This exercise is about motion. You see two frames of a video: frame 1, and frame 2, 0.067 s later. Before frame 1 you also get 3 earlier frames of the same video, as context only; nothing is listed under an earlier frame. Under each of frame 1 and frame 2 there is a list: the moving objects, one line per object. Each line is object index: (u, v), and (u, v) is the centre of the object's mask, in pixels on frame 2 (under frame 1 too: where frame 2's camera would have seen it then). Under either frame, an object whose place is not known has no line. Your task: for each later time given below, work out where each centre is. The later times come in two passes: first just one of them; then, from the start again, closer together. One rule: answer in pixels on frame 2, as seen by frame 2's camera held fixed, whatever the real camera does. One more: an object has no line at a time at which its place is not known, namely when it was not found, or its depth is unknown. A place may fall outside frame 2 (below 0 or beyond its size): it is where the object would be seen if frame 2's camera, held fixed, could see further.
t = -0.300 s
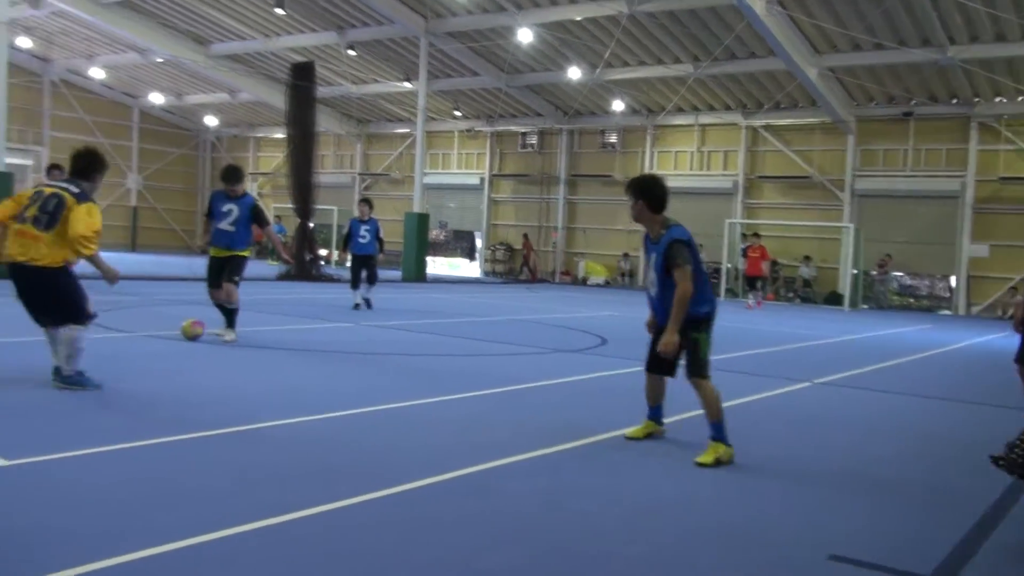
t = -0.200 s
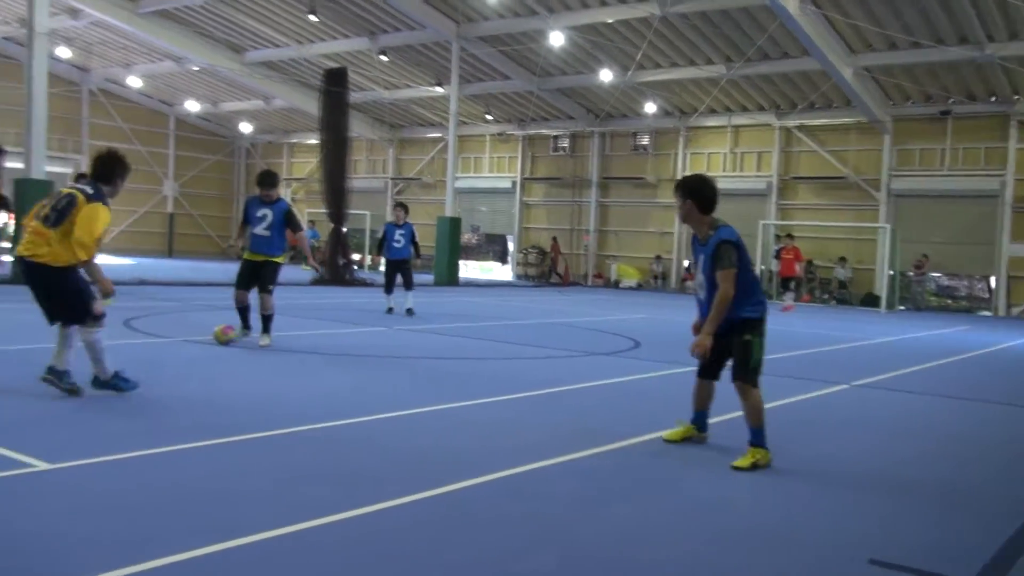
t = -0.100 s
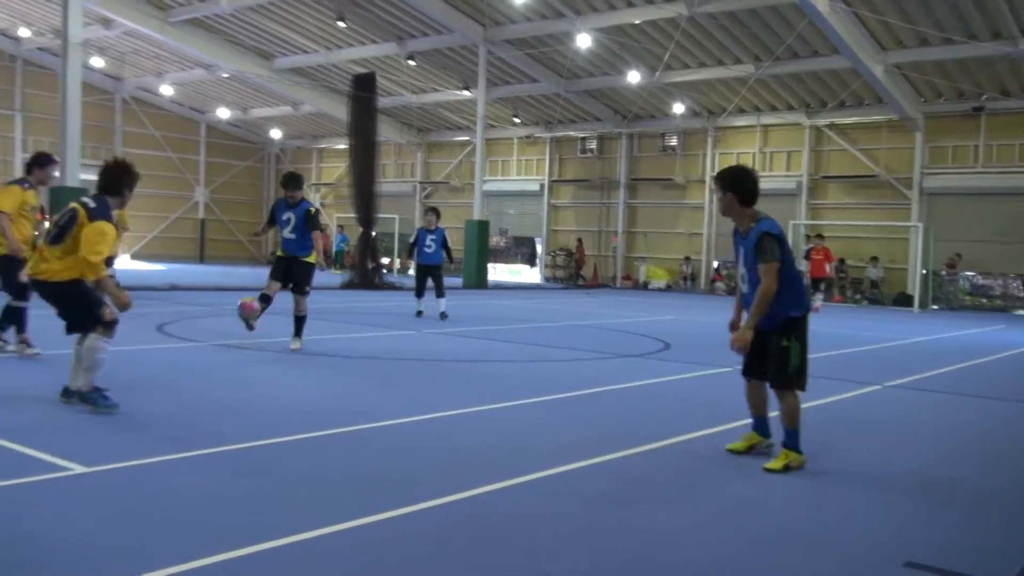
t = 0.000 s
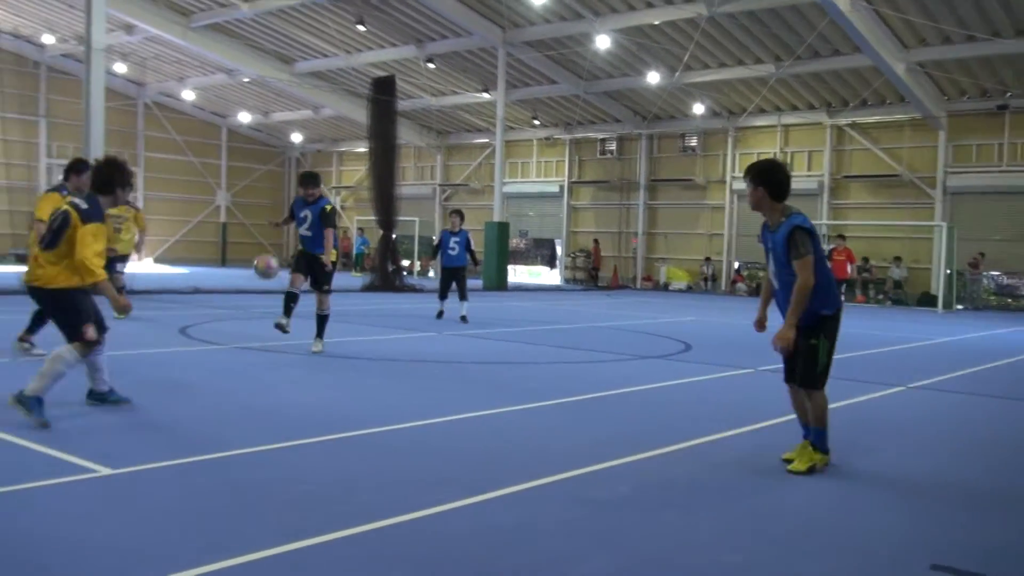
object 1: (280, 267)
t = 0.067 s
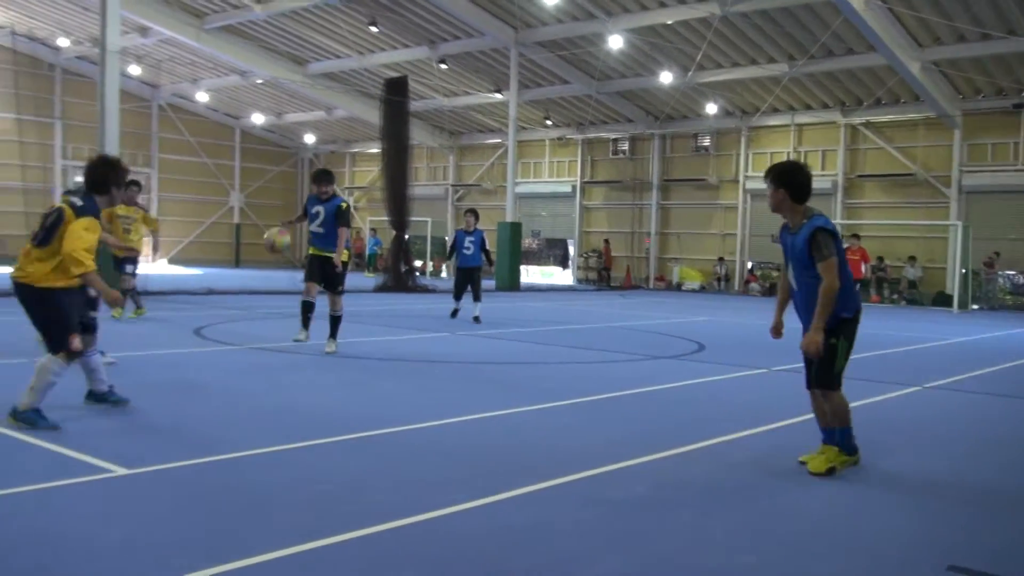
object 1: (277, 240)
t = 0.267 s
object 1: (268, 176)
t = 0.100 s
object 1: (275, 228)
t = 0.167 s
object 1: (273, 205)
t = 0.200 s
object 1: (271, 194)
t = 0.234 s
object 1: (270, 184)
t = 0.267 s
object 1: (268, 176)
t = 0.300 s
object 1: (266, 167)
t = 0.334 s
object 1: (264, 162)
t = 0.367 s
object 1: (262, 156)
